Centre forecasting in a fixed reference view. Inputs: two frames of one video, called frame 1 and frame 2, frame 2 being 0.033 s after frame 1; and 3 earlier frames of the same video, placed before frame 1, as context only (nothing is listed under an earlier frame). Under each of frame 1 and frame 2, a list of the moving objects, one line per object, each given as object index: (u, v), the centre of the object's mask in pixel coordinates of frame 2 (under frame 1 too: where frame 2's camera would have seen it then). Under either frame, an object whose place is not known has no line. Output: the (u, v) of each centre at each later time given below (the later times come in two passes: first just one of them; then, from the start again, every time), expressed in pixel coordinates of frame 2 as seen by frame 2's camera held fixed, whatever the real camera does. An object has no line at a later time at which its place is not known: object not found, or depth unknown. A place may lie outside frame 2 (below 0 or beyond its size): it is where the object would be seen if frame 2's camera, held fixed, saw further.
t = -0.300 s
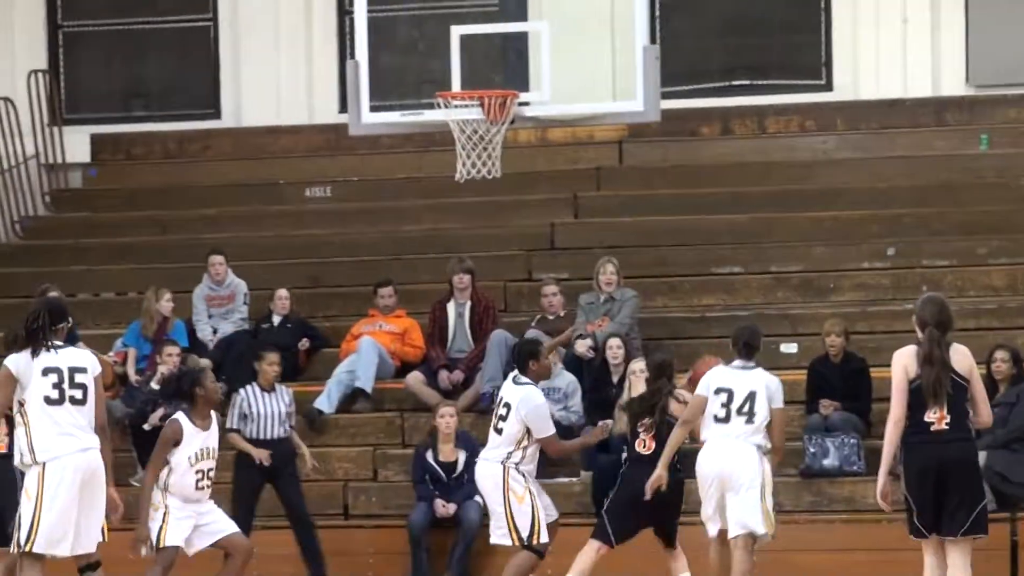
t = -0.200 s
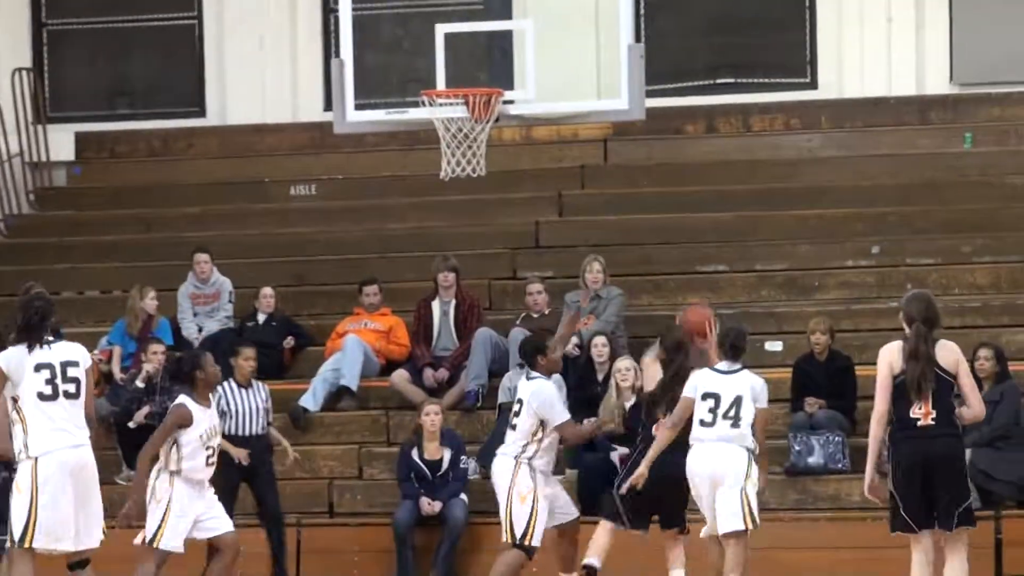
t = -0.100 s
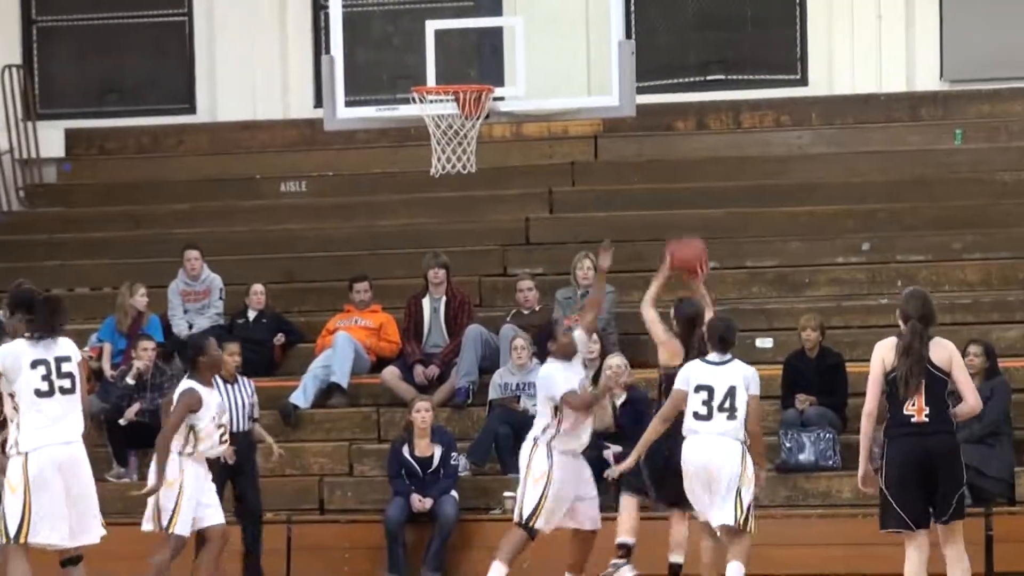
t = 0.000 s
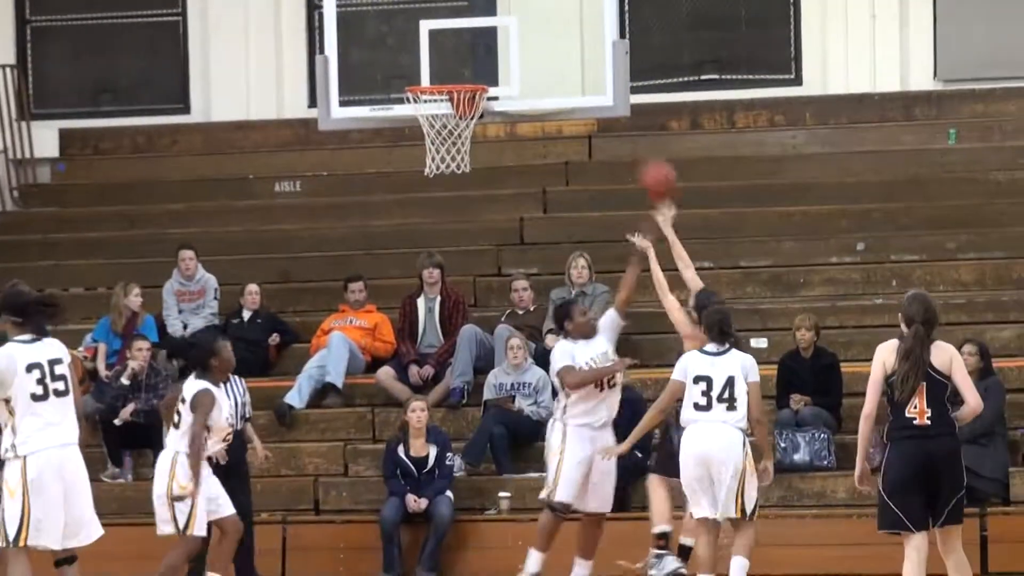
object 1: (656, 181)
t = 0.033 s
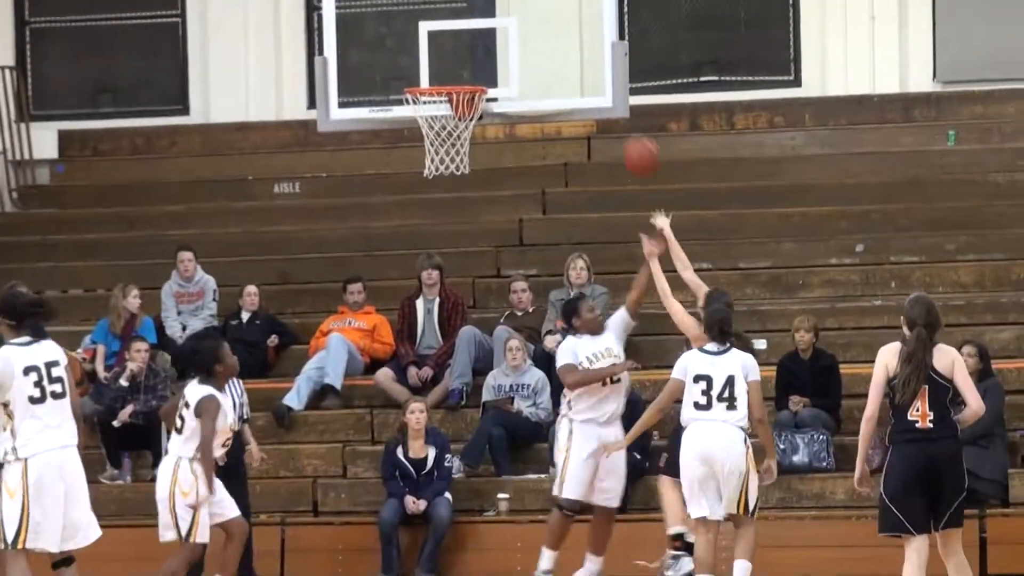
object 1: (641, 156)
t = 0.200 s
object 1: (568, 61)
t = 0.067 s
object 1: (626, 134)
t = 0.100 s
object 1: (612, 114)
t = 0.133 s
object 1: (599, 95)
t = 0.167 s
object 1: (582, 76)
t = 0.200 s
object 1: (568, 61)
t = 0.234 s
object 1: (553, 47)
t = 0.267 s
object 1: (539, 36)
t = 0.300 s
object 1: (528, 31)
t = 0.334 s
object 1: (519, 29)
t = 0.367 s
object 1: (509, 28)
